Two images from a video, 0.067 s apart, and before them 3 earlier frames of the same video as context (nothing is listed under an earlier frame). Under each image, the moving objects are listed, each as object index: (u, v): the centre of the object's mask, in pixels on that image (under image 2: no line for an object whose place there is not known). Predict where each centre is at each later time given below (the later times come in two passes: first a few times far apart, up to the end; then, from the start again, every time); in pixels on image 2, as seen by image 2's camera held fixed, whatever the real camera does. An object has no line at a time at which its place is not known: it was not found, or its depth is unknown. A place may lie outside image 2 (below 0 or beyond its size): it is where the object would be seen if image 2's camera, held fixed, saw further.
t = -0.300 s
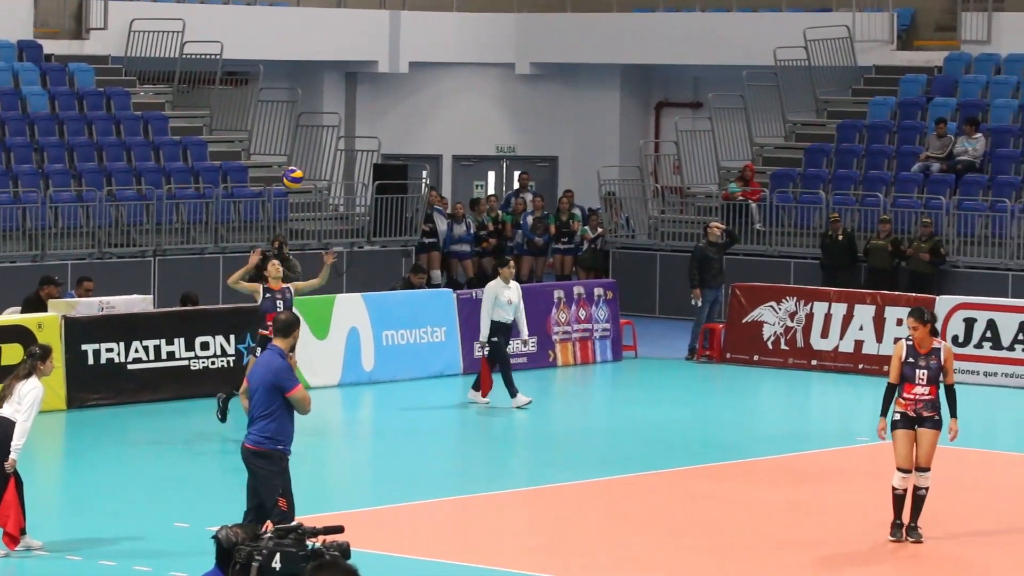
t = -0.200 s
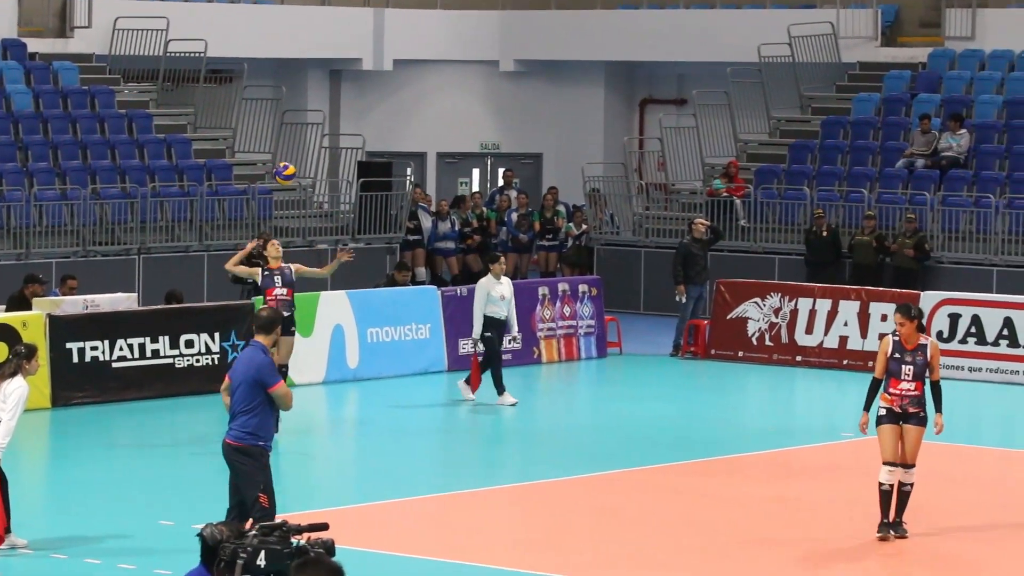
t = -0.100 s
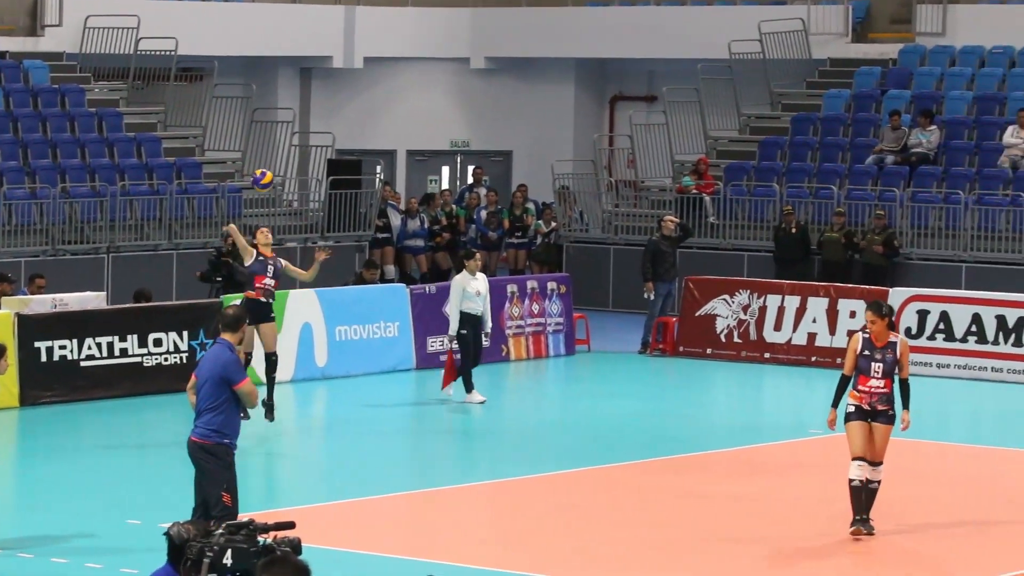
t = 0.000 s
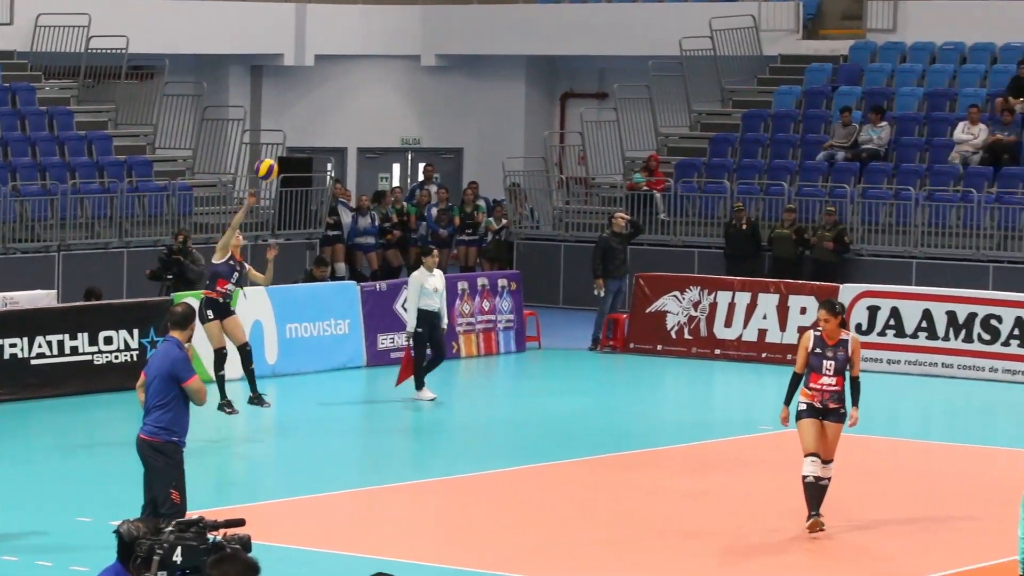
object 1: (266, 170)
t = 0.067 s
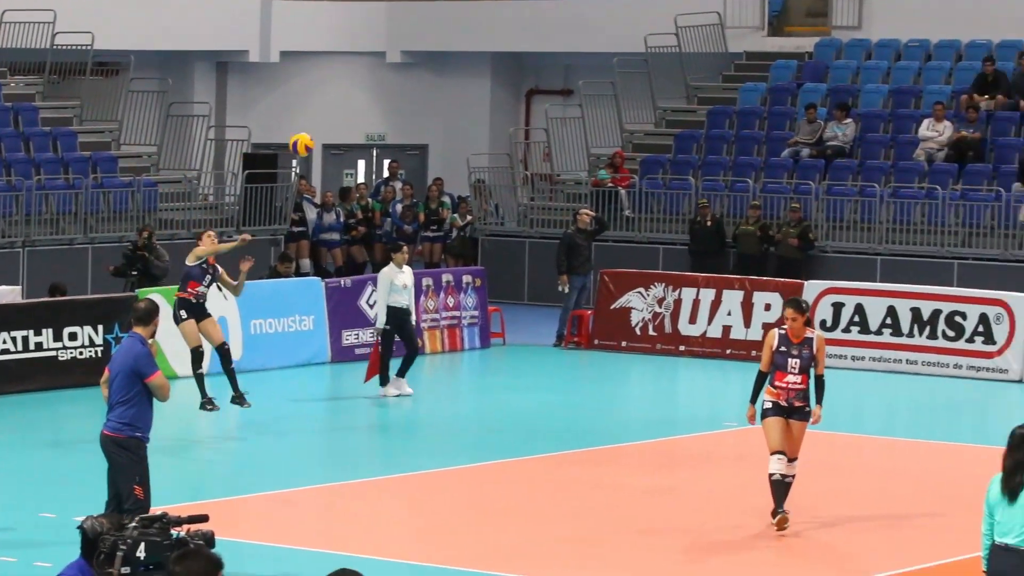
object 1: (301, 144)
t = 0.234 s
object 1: (488, 106)
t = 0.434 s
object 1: (738, 92)
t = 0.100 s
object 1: (337, 136)
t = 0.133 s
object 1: (374, 127)
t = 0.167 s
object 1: (411, 119)
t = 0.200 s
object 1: (449, 112)
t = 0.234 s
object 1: (488, 106)
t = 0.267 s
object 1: (527, 101)
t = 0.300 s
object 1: (567, 96)
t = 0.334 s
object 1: (609, 93)
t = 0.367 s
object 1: (651, 91)
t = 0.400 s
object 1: (696, 91)
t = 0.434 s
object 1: (738, 92)
